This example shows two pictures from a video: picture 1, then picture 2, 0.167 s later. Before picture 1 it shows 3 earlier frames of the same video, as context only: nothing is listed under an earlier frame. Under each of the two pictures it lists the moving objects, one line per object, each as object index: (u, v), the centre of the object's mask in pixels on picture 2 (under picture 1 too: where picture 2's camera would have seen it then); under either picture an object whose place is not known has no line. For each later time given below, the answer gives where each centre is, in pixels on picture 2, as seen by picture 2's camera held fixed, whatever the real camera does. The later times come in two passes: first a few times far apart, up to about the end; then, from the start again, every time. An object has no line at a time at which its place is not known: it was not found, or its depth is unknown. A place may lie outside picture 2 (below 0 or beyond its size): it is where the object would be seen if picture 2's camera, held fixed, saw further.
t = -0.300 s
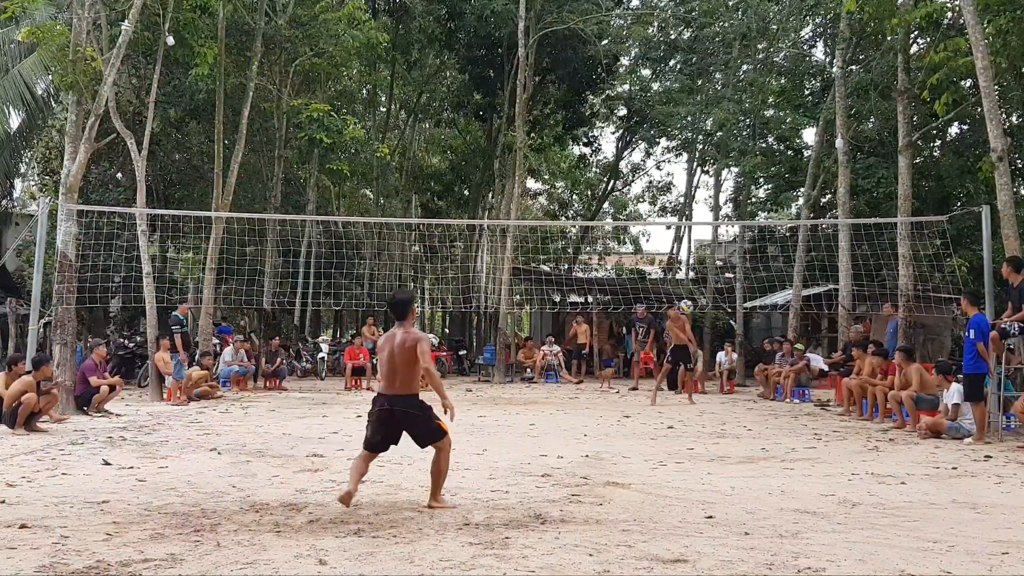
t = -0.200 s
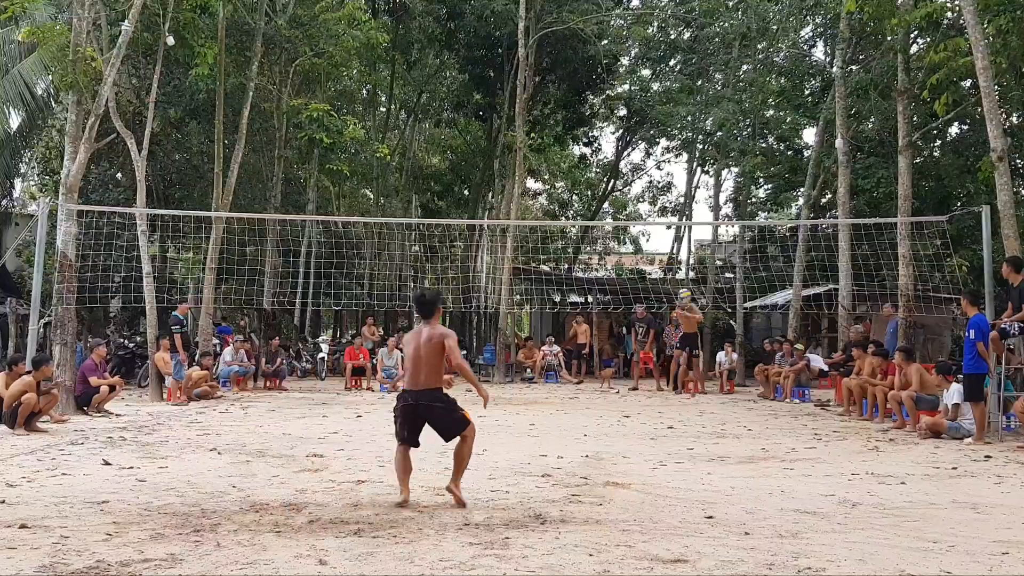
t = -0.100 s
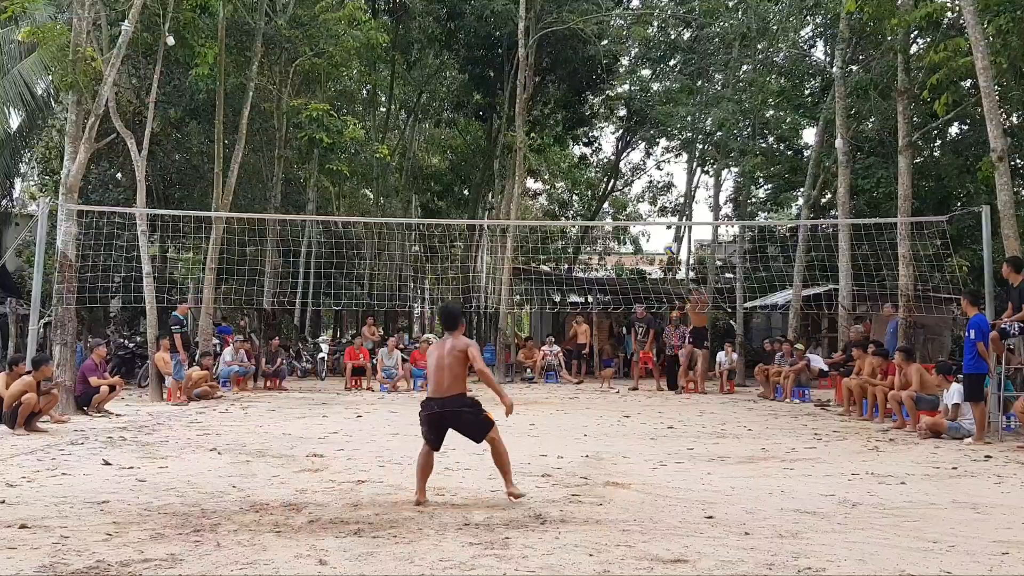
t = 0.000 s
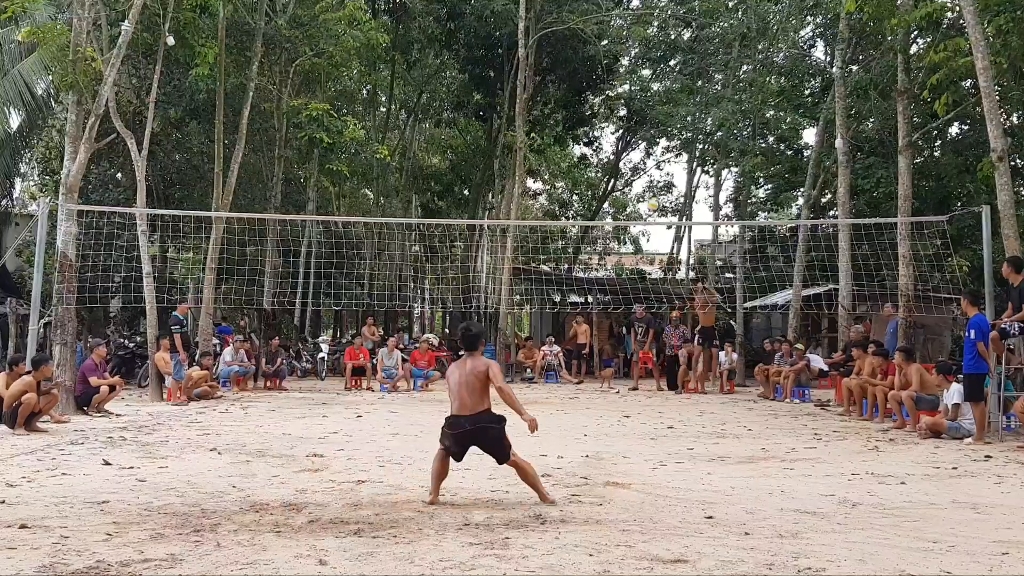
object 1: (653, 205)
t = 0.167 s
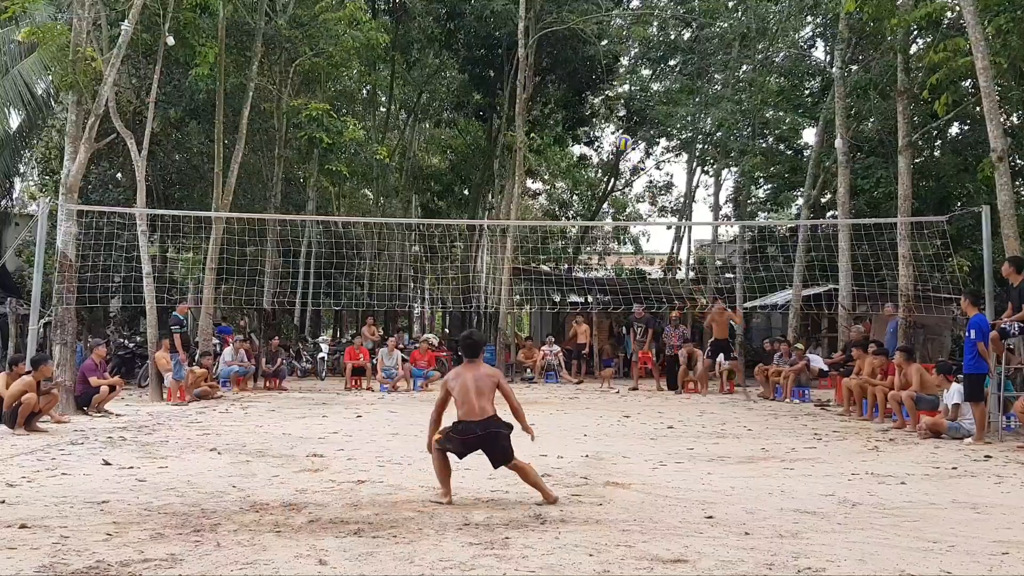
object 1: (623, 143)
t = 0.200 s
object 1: (619, 132)
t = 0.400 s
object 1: (575, 78)
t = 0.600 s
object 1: (524, 49)
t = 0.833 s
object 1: (451, 59)
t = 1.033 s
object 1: (371, 117)
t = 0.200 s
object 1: (619, 132)
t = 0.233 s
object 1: (612, 121)
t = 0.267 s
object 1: (604, 111)
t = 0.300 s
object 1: (597, 102)
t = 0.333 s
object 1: (590, 93)
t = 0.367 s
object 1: (582, 85)
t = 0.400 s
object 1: (575, 78)
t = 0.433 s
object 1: (567, 71)
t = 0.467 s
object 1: (559, 65)
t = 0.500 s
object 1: (551, 60)
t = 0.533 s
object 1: (543, 56)
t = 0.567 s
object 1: (534, 52)
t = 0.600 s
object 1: (524, 49)
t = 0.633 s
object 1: (514, 48)
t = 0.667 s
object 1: (504, 47)
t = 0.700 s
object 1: (494, 47)
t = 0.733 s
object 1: (484, 49)
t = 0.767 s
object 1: (473, 51)
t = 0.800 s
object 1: (462, 55)
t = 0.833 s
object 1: (451, 59)
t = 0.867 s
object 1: (439, 65)
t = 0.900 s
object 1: (426, 73)
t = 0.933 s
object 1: (413, 81)
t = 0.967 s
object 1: (400, 91)
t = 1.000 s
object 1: (386, 103)
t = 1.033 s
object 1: (371, 117)
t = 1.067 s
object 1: (356, 132)
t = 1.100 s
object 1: (341, 149)
